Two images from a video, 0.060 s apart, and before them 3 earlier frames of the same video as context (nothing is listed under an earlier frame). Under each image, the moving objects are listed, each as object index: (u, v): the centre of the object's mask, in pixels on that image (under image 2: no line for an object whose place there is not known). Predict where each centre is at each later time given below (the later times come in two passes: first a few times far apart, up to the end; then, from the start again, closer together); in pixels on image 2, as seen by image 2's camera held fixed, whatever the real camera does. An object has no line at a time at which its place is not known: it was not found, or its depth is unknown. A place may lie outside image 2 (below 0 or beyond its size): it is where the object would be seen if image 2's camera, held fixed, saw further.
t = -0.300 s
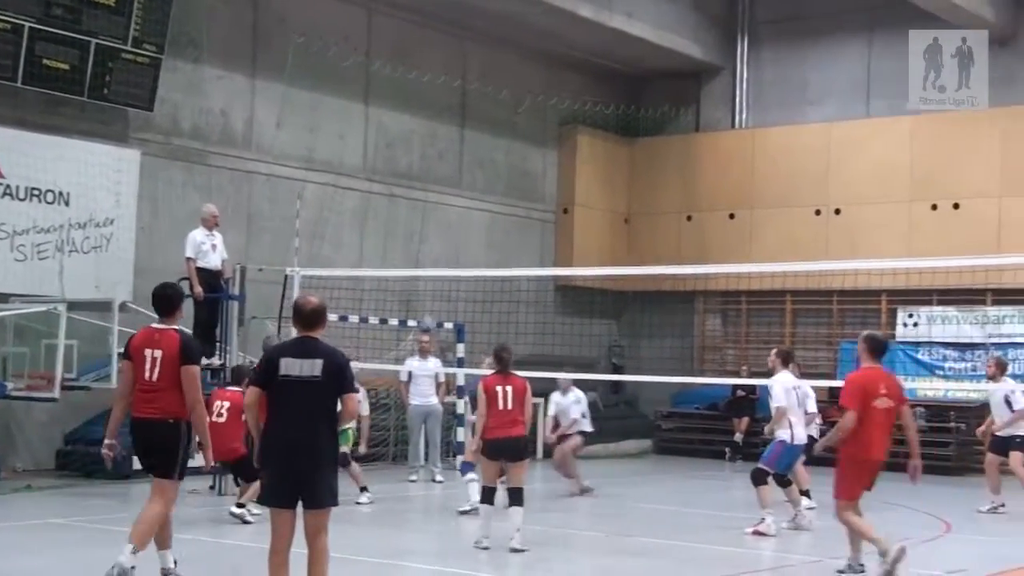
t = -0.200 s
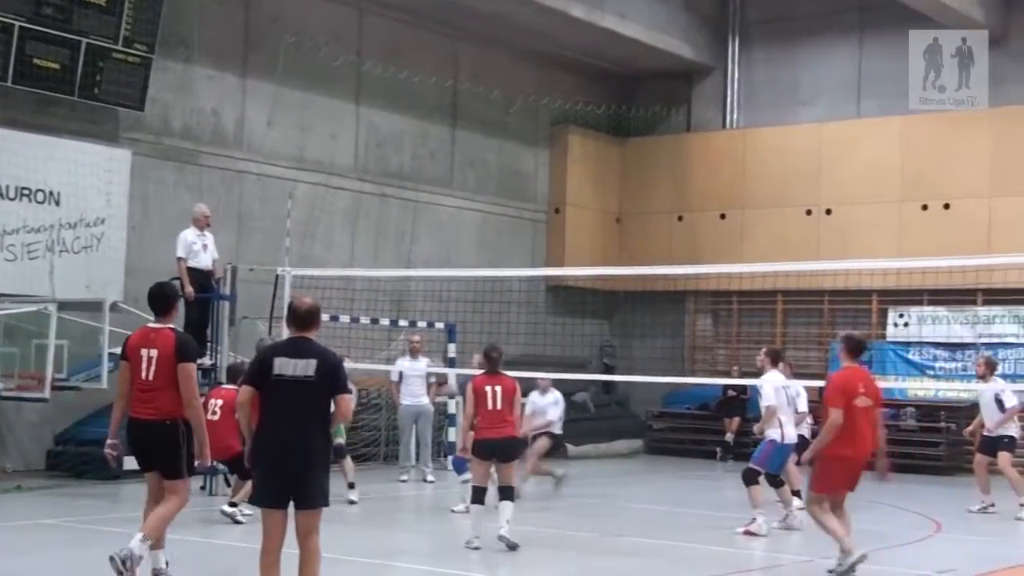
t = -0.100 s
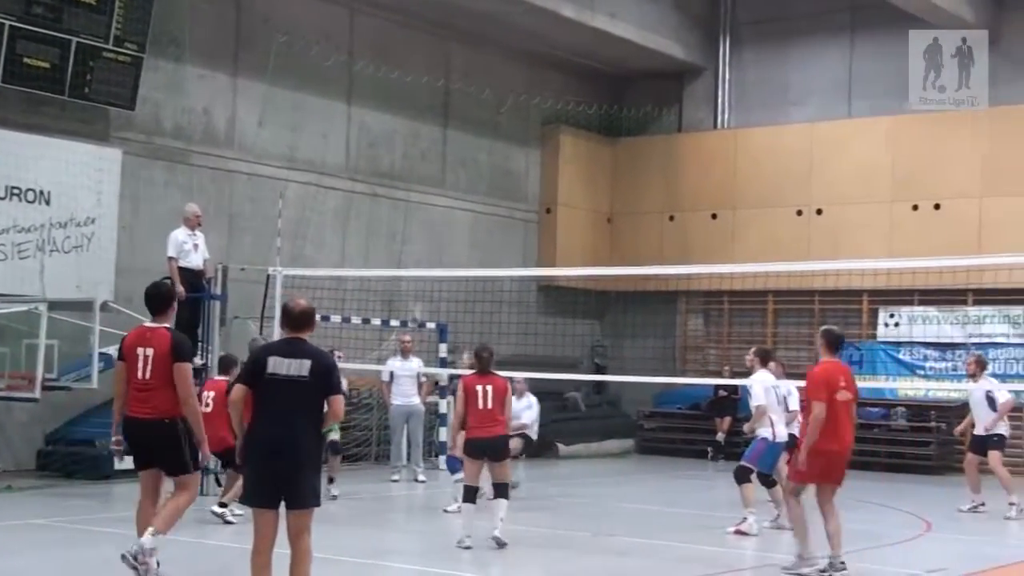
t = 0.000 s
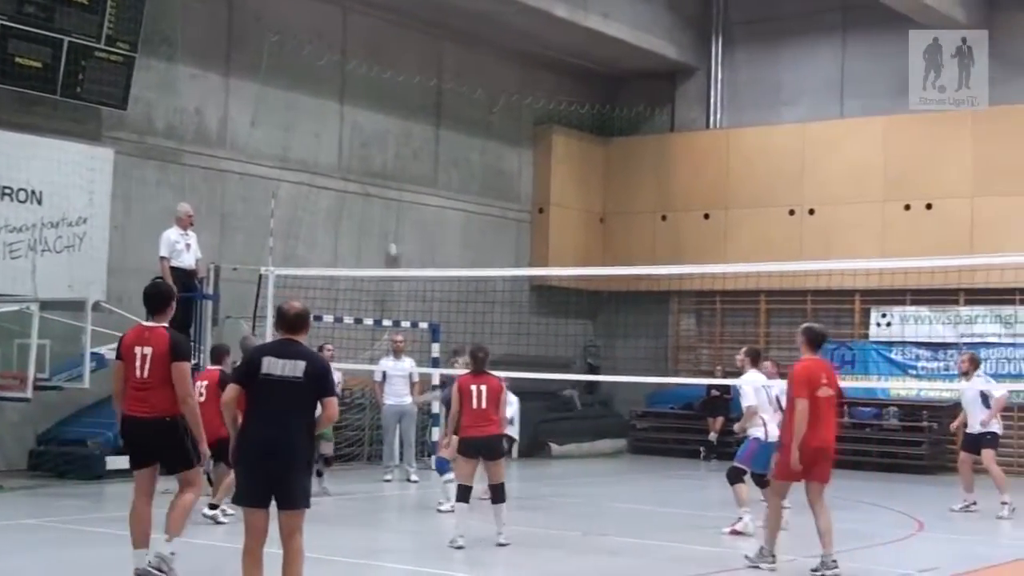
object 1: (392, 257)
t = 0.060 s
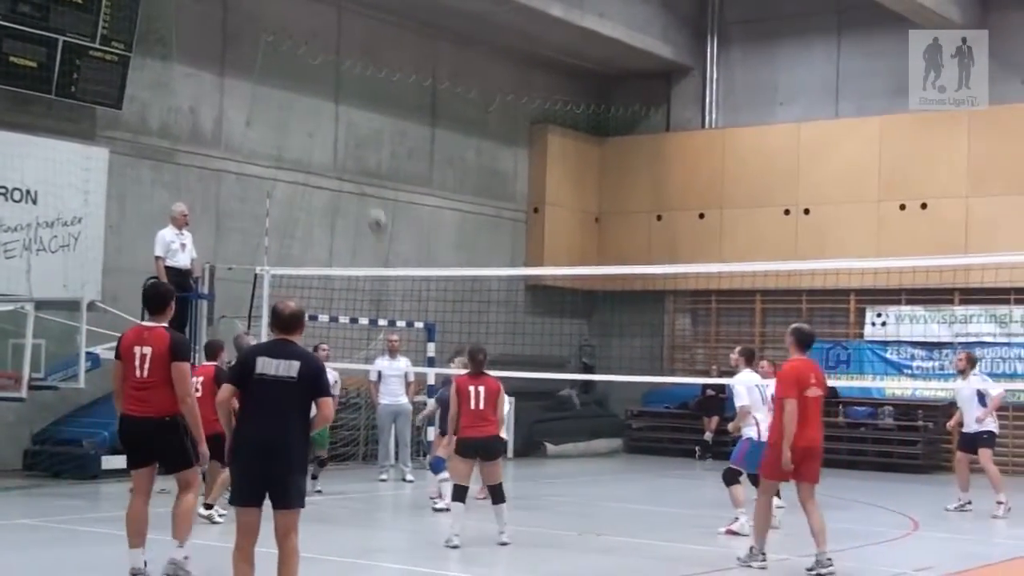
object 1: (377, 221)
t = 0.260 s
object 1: (344, 133)
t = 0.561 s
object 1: (286, 66)
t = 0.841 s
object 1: (228, 84)
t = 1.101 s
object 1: (172, 178)
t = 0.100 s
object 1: (370, 200)
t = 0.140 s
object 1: (364, 181)
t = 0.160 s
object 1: (361, 171)
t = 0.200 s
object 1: (352, 155)
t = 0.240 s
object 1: (347, 139)
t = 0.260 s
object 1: (344, 133)
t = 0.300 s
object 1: (334, 119)
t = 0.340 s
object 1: (327, 107)
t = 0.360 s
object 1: (324, 101)
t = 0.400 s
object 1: (316, 91)
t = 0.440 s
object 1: (308, 82)
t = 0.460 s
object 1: (305, 79)
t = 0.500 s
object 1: (296, 72)
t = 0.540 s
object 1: (289, 68)
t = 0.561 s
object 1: (286, 66)
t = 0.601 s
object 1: (279, 65)
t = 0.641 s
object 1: (270, 62)
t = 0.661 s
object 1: (266, 63)
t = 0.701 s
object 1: (259, 64)
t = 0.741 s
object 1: (249, 68)
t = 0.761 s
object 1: (245, 71)
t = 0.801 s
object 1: (237, 77)
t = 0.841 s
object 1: (228, 84)
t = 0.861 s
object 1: (225, 88)
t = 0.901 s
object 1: (216, 98)
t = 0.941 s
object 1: (206, 111)
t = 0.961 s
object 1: (202, 117)
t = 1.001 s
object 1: (196, 130)
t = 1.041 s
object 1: (185, 146)
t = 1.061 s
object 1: (182, 156)
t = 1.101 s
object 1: (172, 178)
